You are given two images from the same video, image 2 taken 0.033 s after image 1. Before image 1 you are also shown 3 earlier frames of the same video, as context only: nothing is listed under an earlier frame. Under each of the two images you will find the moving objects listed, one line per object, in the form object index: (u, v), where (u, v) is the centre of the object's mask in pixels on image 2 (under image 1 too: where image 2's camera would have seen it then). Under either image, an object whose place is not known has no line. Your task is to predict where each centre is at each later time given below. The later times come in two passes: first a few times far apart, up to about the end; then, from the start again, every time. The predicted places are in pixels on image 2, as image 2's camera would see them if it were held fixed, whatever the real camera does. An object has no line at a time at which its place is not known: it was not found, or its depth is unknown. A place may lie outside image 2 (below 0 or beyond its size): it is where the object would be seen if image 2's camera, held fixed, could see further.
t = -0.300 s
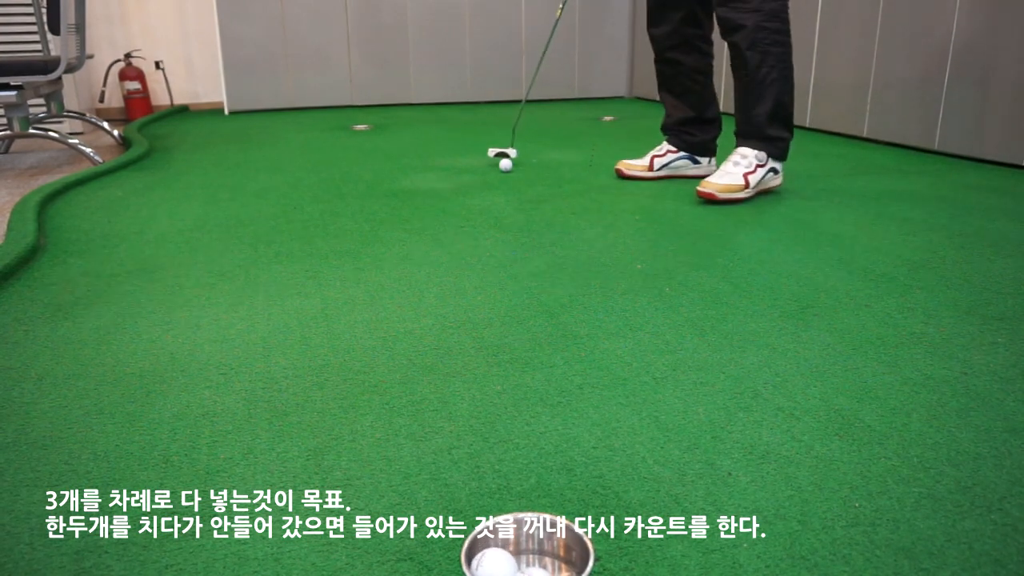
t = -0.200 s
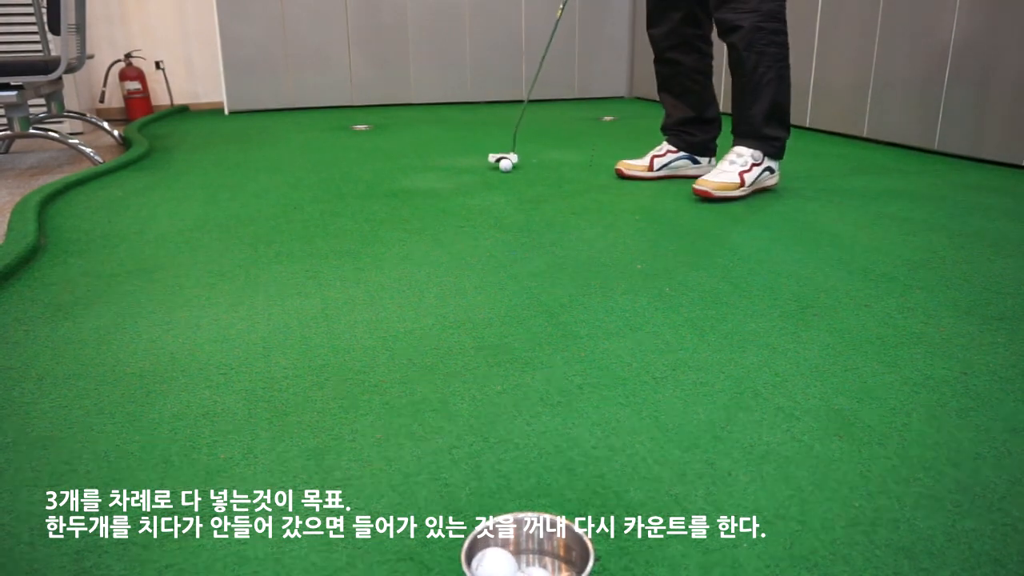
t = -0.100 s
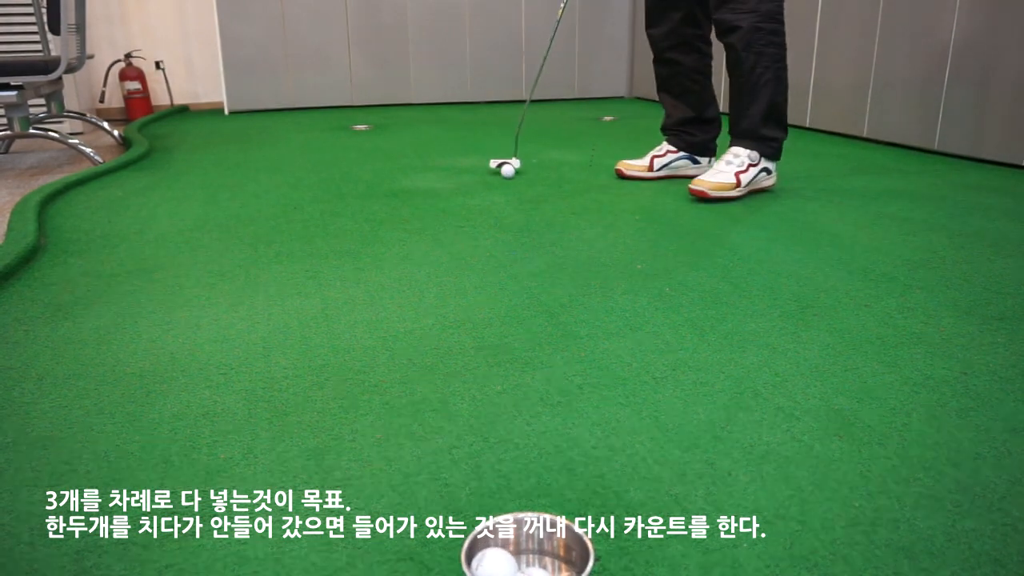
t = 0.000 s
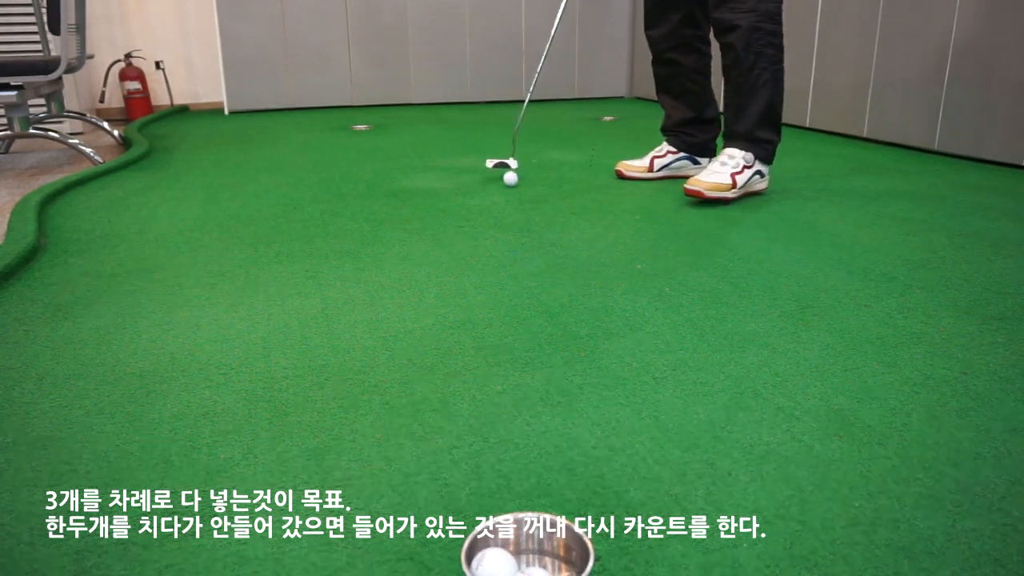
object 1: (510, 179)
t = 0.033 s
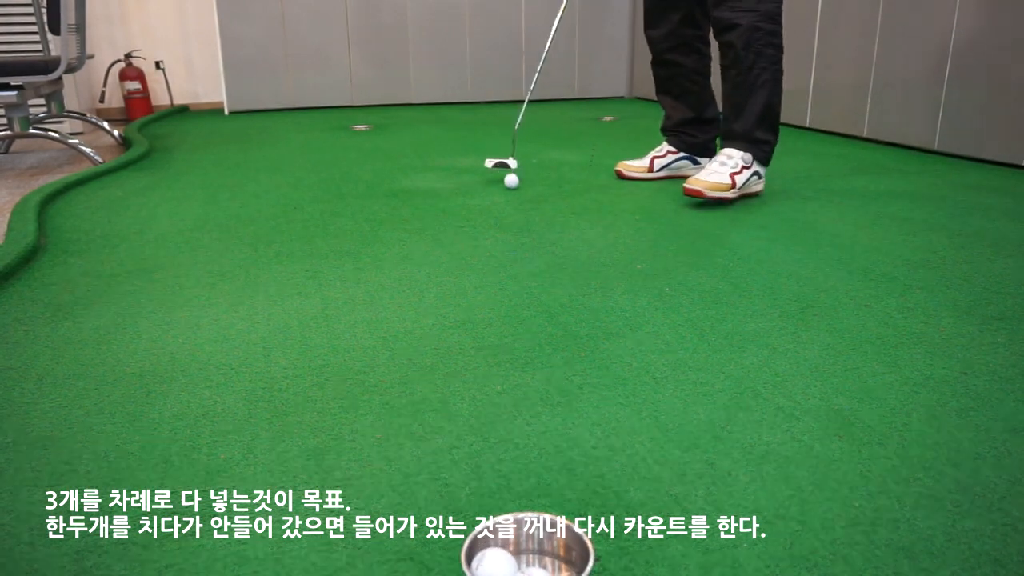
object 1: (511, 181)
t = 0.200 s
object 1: (515, 193)
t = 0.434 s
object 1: (523, 214)
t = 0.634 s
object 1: (529, 234)
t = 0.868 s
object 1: (539, 263)
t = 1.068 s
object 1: (548, 292)
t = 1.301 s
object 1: (558, 333)
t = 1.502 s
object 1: (571, 376)
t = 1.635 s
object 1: (580, 409)
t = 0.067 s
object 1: (512, 183)
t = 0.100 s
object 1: (513, 186)
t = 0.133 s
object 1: (514, 188)
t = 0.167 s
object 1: (514, 191)
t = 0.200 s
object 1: (515, 193)
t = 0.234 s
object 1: (516, 196)
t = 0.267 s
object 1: (517, 199)
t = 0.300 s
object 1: (518, 202)
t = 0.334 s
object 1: (520, 205)
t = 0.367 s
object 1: (521, 208)
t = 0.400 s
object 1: (522, 210)
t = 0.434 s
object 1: (523, 214)
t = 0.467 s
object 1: (524, 217)
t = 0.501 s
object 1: (525, 221)
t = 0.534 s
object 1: (526, 224)
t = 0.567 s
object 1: (527, 227)
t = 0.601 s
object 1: (528, 231)
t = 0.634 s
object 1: (529, 234)
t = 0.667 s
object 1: (531, 238)
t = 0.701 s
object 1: (532, 242)
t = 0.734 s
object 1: (533, 246)
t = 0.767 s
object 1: (534, 250)
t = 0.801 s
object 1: (536, 254)
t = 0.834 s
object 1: (537, 258)
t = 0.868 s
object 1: (539, 263)
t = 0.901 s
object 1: (540, 267)
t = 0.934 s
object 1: (542, 272)
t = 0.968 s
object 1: (543, 277)
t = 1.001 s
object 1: (545, 281)
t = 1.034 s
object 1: (546, 287)
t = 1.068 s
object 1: (548, 292)
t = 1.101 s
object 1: (549, 298)
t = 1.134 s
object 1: (551, 303)
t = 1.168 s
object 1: (552, 308)
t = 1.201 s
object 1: (554, 315)
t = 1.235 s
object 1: (555, 321)
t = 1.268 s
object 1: (557, 327)
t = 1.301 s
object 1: (558, 333)
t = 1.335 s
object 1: (560, 340)
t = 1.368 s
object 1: (562, 347)
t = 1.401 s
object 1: (564, 354)
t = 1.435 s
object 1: (566, 361)
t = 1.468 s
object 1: (568, 368)
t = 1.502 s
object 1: (571, 376)
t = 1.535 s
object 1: (573, 384)
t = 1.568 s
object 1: (575, 392)
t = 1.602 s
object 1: (577, 400)
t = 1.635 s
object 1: (580, 409)
